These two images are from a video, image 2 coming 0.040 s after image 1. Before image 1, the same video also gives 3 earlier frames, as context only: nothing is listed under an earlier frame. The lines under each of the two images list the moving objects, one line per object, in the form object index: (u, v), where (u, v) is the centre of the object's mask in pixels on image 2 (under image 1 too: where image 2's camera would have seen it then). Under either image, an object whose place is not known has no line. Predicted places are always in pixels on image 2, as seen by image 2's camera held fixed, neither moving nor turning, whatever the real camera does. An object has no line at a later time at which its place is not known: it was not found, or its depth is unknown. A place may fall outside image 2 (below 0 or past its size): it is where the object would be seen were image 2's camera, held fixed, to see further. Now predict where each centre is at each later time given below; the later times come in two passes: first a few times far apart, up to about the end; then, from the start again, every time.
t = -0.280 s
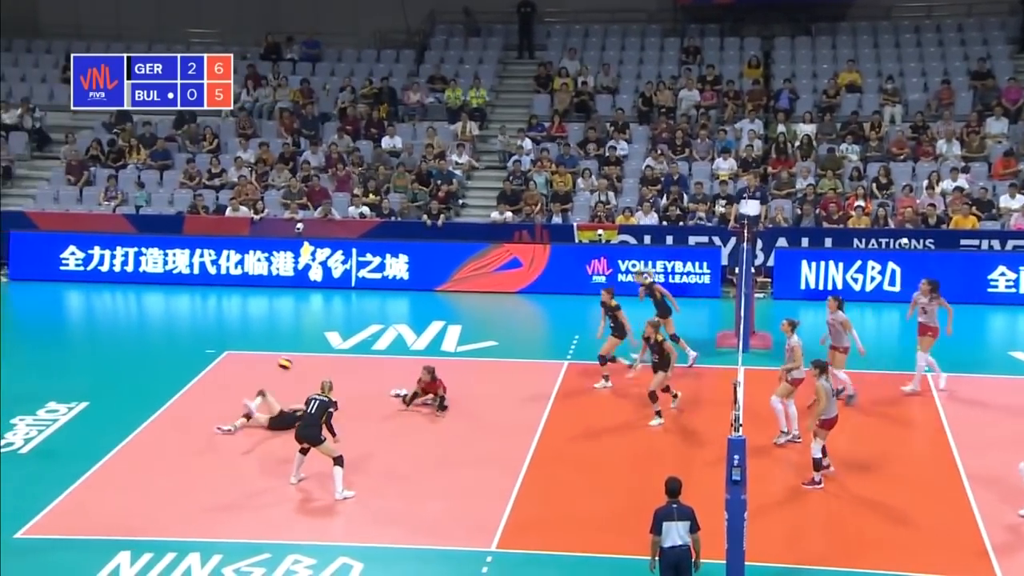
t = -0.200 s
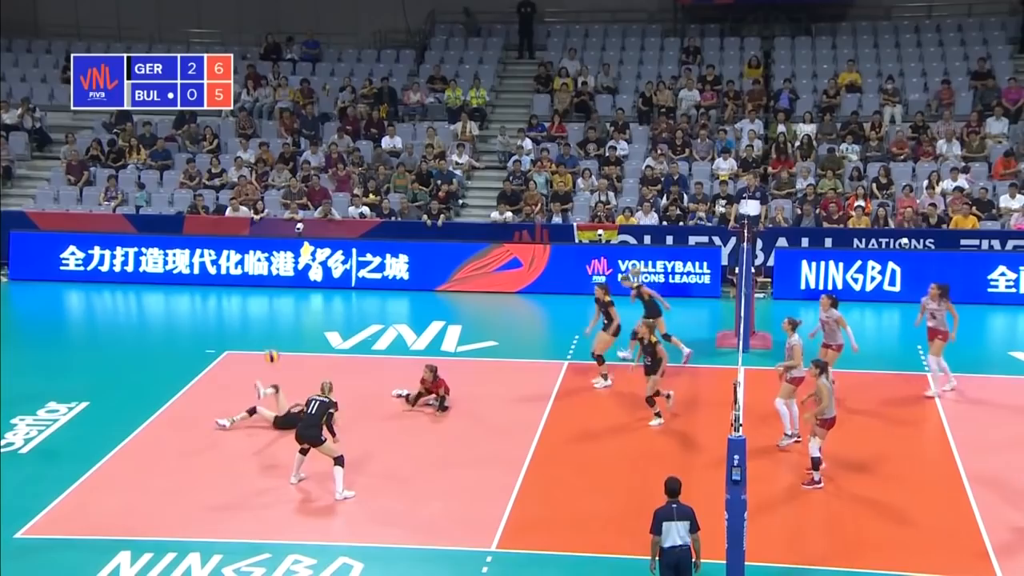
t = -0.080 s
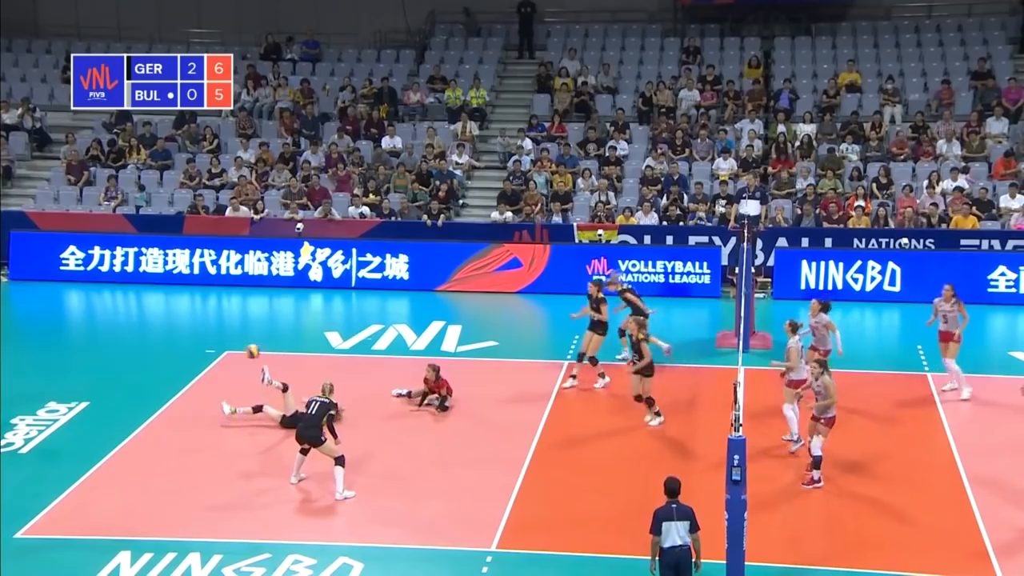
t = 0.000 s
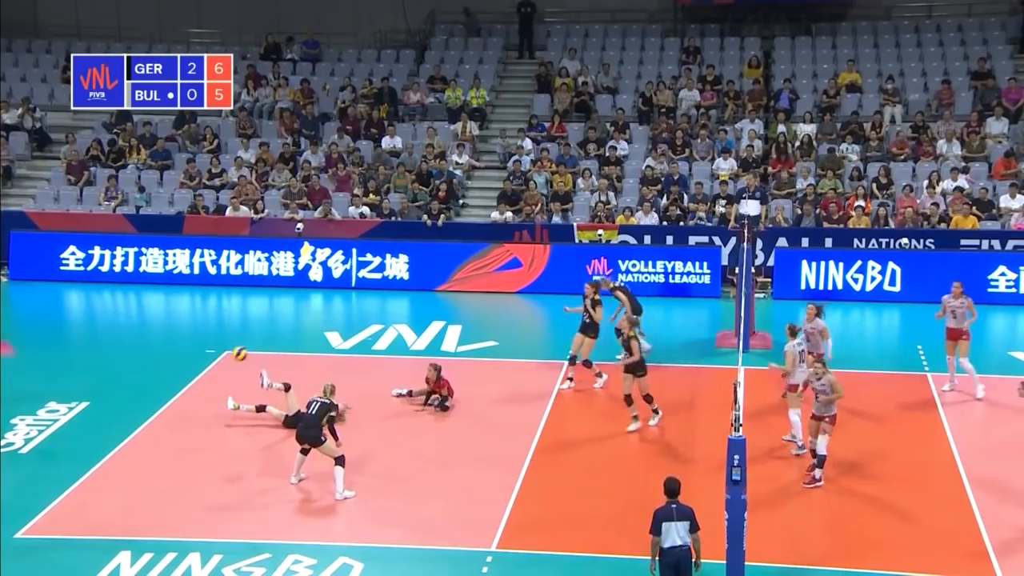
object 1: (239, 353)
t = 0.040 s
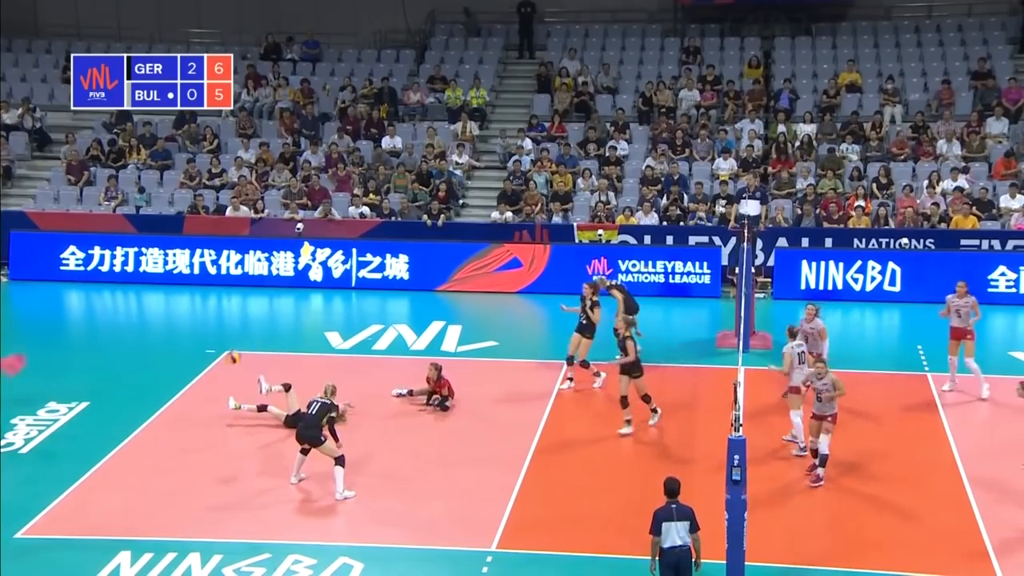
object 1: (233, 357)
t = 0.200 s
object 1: (208, 377)
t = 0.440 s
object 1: (172, 441)
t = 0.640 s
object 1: (140, 437)
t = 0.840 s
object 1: (105, 417)
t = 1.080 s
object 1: (66, 431)
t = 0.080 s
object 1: (226, 360)
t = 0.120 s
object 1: (221, 365)
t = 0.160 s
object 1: (214, 371)
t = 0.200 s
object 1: (208, 377)
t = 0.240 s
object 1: (202, 386)
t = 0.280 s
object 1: (195, 394)
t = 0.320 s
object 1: (189, 405)
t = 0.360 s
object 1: (184, 416)
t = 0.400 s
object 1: (178, 428)
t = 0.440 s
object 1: (172, 441)
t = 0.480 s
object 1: (167, 456)
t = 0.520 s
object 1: (160, 460)
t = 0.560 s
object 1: (152, 451)
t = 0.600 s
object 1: (145, 443)
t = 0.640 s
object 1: (140, 437)
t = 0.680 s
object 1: (131, 429)
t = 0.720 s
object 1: (125, 425)
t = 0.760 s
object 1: (119, 421)
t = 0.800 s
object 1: (112, 419)
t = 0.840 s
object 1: (105, 417)
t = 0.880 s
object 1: (98, 417)
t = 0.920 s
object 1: (92, 417)
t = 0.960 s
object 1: (85, 419)
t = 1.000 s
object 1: (79, 421)
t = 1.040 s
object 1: (72, 426)
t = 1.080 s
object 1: (66, 431)
